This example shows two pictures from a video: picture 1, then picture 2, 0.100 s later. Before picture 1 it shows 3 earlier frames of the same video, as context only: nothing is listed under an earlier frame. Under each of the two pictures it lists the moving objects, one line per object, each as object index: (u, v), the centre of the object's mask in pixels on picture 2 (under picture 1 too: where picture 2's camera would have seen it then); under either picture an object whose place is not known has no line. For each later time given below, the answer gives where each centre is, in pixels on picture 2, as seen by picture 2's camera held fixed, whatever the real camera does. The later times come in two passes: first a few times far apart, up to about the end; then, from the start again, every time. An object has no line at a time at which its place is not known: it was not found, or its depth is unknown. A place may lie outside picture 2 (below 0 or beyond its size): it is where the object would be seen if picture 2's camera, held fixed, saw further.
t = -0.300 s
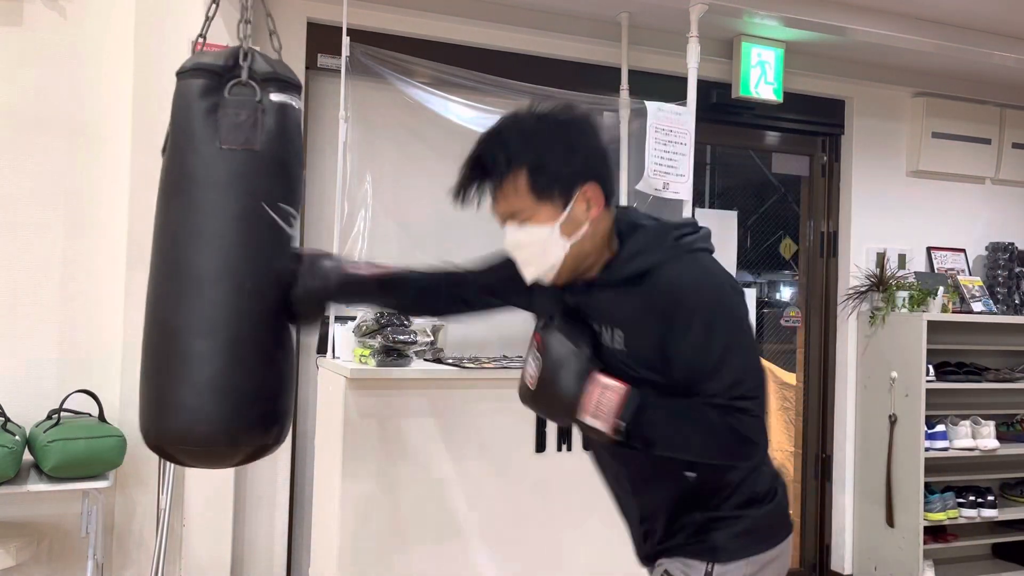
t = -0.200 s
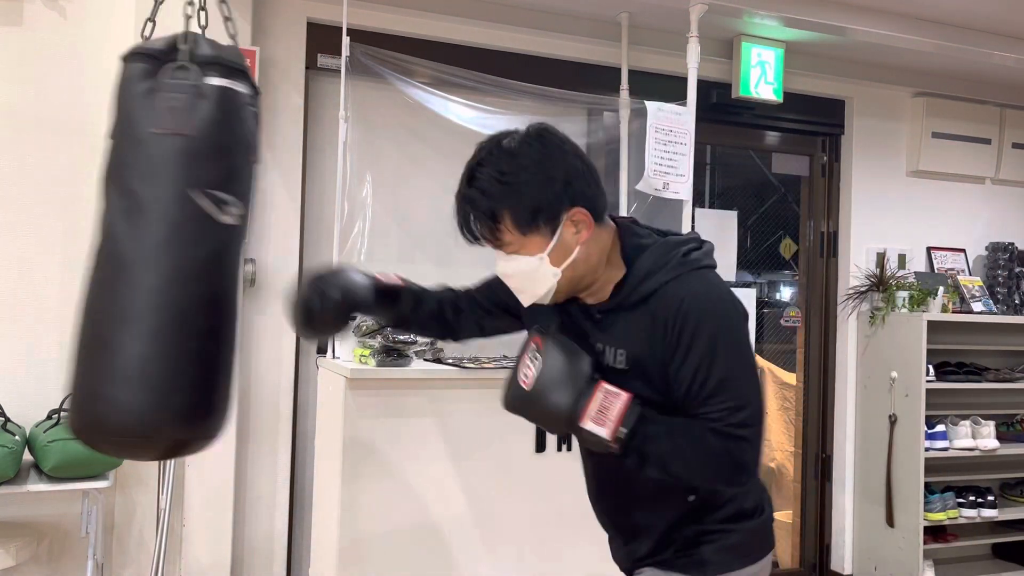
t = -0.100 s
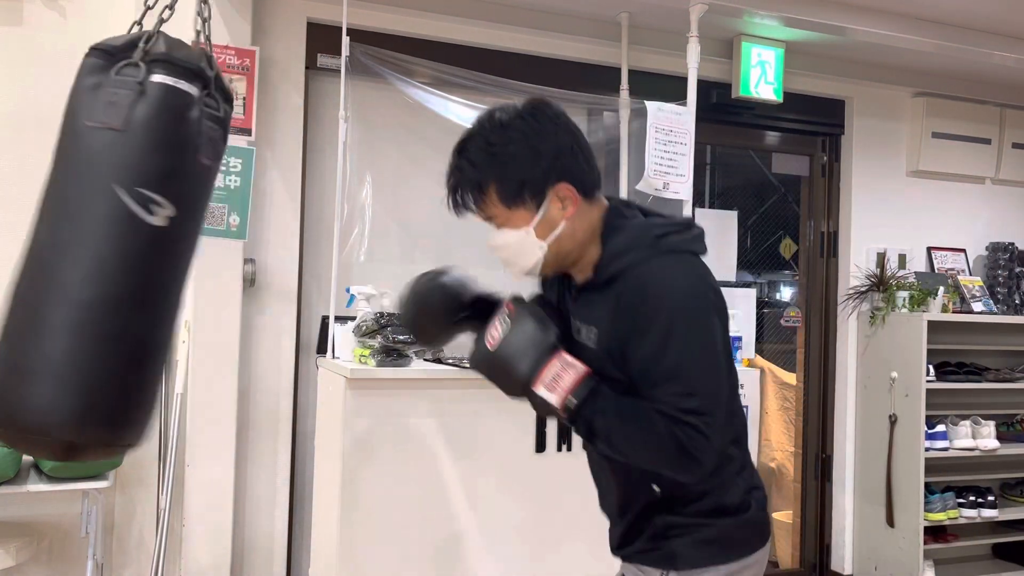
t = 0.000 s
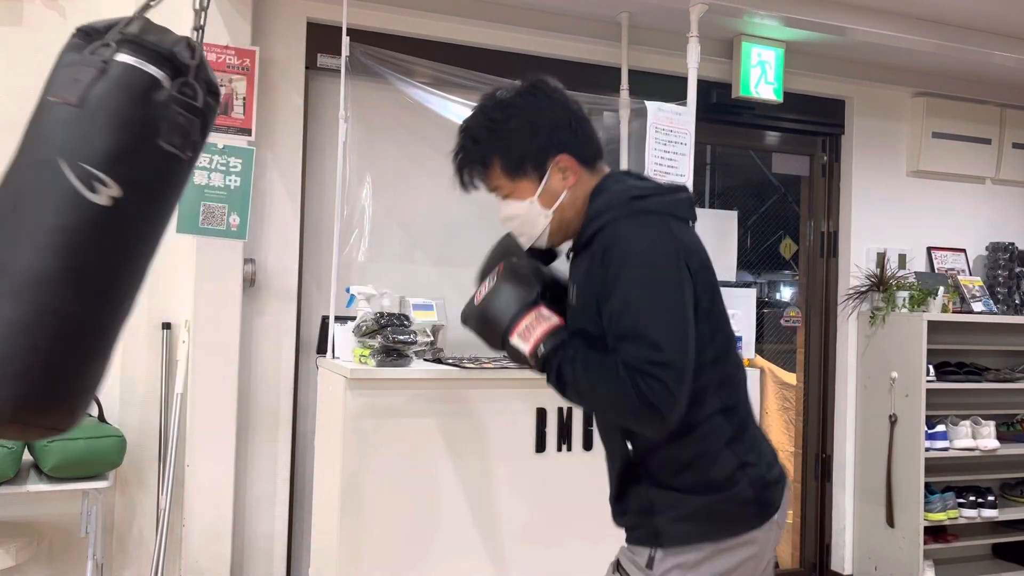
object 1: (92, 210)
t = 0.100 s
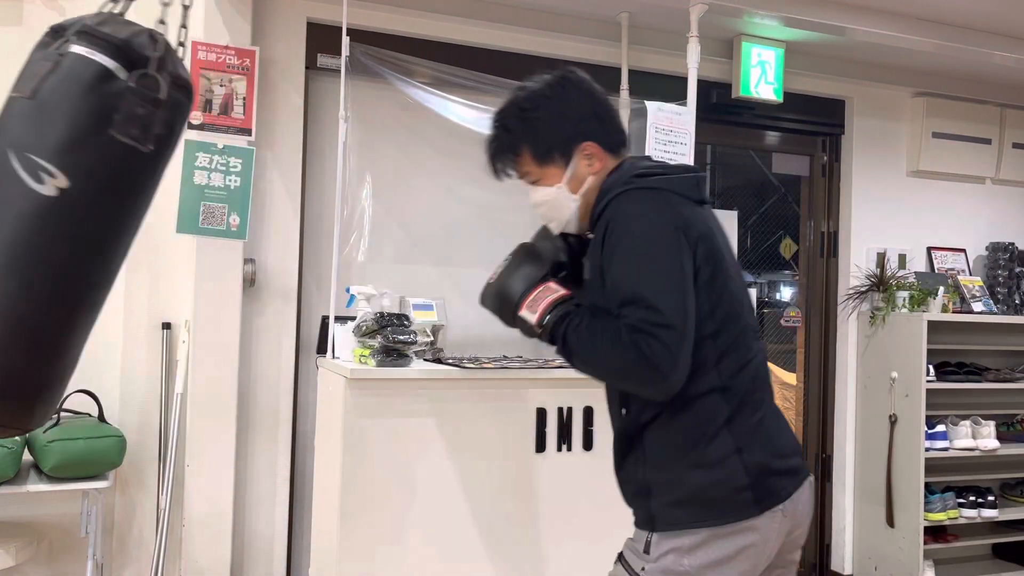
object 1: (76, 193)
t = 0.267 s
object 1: (74, 193)
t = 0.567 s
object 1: (159, 250)
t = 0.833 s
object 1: (306, 251)
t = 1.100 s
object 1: (393, 240)
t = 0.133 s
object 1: (73, 189)
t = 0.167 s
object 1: (71, 187)
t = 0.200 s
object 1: (71, 186)
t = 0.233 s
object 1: (72, 188)
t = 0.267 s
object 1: (74, 193)
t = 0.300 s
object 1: (76, 200)
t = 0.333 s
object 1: (79, 207)
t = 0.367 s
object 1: (84, 212)
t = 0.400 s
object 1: (90, 219)
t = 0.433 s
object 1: (97, 229)
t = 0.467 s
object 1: (107, 241)
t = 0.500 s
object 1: (121, 248)
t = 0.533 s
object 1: (139, 250)
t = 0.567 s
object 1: (159, 250)
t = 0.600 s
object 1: (178, 251)
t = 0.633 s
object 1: (198, 252)
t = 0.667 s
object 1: (216, 256)
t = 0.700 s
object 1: (236, 257)
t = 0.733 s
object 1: (254, 256)
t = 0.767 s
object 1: (271, 253)
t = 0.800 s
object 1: (289, 251)
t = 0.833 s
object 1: (306, 251)
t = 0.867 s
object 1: (323, 254)
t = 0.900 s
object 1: (337, 251)
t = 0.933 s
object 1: (349, 249)
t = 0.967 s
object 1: (359, 243)
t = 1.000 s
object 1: (370, 241)
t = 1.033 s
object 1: (378, 239)
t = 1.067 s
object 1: (387, 240)
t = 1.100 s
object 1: (393, 240)
